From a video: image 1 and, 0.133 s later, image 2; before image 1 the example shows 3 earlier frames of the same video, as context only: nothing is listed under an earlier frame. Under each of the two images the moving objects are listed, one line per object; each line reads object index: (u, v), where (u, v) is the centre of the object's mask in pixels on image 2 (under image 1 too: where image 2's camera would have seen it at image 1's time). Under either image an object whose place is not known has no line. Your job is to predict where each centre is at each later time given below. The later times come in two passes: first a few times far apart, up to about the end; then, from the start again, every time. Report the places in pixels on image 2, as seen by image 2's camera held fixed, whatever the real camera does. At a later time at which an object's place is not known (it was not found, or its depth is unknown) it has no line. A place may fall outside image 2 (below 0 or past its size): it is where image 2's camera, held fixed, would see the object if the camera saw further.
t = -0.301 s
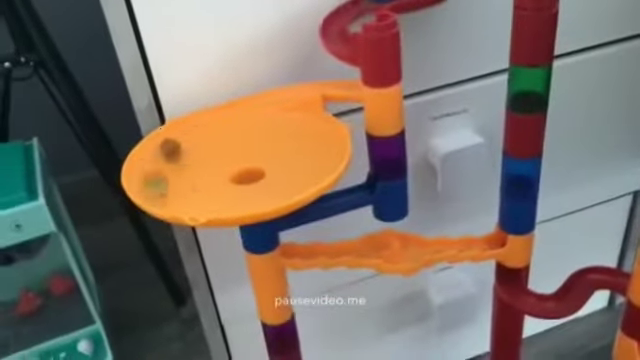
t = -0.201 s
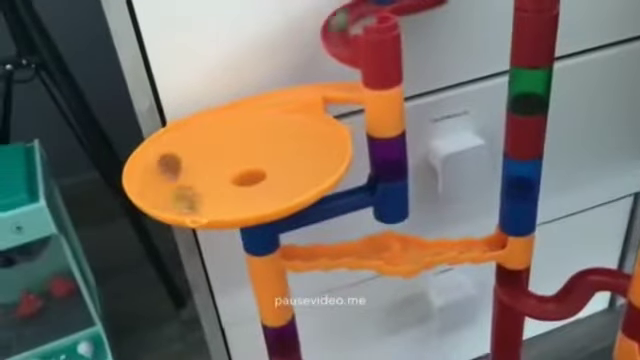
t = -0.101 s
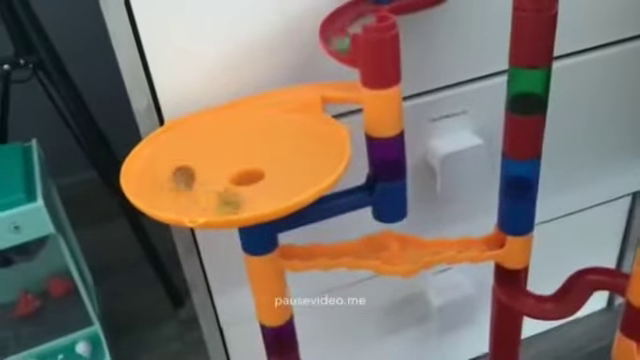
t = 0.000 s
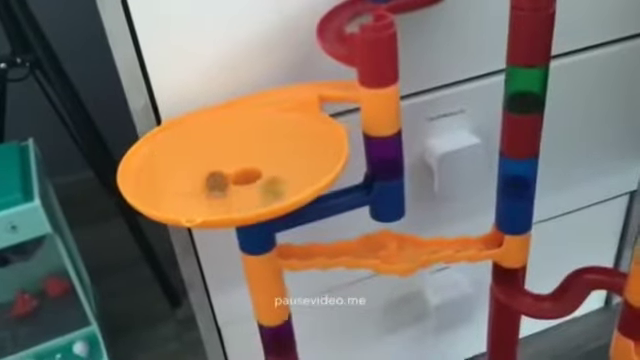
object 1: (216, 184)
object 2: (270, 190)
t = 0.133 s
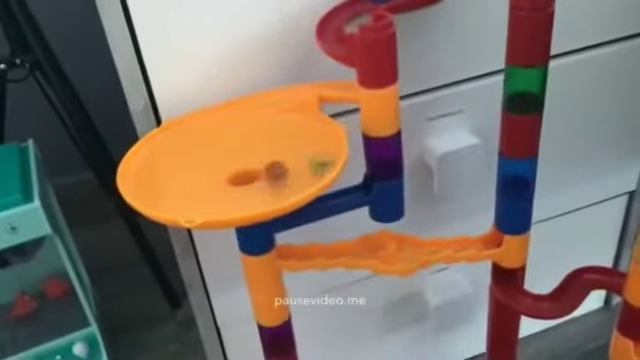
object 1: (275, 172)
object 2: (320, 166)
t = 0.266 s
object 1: (309, 152)
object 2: (327, 137)
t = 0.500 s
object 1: (283, 138)
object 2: (263, 116)
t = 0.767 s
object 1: (197, 152)
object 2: (162, 146)
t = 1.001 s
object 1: (186, 174)
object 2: (165, 188)
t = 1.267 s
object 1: (273, 162)
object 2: (271, 189)
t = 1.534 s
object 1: (289, 131)
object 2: (328, 136)
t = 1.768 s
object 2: (268, 120)
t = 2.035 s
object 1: (203, 176)
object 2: (171, 141)
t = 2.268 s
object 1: (247, 179)
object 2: (165, 179)
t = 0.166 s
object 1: (287, 166)
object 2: (326, 156)
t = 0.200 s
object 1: (298, 161)
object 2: (329, 150)
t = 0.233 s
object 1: (306, 156)
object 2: (330, 145)
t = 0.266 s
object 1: (309, 152)
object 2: (327, 137)
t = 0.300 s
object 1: (309, 149)
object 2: (324, 131)
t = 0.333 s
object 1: (309, 145)
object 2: (319, 125)
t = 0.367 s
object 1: (307, 143)
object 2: (312, 122)
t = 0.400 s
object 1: (303, 141)
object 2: (301, 118)
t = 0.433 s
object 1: (298, 139)
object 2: (290, 116)
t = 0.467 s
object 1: (291, 138)
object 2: (277, 116)
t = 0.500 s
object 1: (283, 138)
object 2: (263, 116)
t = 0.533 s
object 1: (274, 139)
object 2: (248, 116)
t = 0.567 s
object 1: (263, 139)
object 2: (234, 117)
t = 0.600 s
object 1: (252, 141)
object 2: (220, 119)
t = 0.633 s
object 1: (240, 143)
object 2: (205, 123)
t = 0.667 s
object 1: (229, 144)
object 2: (193, 129)
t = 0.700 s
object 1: (217, 147)
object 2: (182, 134)
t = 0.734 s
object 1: (207, 149)
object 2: (171, 138)
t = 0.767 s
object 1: (197, 152)
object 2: (162, 146)
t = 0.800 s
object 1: (190, 155)
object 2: (156, 153)
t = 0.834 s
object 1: (185, 159)
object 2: (150, 160)
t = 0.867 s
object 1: (181, 162)
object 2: (149, 167)
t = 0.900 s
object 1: (179, 165)
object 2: (149, 172)
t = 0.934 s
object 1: (179, 169)
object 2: (152, 179)
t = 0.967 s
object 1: (182, 171)
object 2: (161, 183)
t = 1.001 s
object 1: (186, 174)
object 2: (165, 188)
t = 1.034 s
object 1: (195, 176)
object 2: (174, 194)
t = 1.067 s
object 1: (202, 177)
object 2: (185, 197)
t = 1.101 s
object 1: (212, 177)
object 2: (197, 198)
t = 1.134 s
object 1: (224, 177)
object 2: (210, 197)
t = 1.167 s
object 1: (239, 175)
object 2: (229, 197)
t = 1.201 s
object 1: (252, 171)
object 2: (244, 198)
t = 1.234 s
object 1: (263, 168)
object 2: (258, 193)
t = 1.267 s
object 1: (273, 162)
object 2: (271, 189)
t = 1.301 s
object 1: (281, 155)
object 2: (285, 178)
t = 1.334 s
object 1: (288, 151)
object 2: (301, 177)
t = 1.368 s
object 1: (292, 147)
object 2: (308, 169)
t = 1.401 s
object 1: (294, 142)
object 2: (320, 164)
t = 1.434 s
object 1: (295, 139)
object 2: (322, 153)
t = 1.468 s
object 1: (295, 136)
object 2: (326, 146)
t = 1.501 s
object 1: (292, 133)
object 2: (326, 141)
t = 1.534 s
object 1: (289, 131)
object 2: (328, 136)
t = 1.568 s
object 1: (285, 129)
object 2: (324, 132)
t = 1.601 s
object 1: (281, 129)
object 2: (318, 127)
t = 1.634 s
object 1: (275, 129)
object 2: (309, 122)
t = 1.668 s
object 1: (268, 131)
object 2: (301, 119)
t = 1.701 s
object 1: (260, 133)
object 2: (291, 120)
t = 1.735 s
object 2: (279, 119)
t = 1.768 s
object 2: (268, 120)
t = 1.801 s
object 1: (235, 143)
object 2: (255, 120)
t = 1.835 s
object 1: (226, 147)
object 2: (240, 120)
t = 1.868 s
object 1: (218, 152)
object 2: (227, 125)
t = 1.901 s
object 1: (211, 157)
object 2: (215, 127)
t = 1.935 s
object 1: (206, 162)
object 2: (204, 131)
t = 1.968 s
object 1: (203, 168)
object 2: (192, 134)
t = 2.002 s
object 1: (201, 172)
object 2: (181, 138)
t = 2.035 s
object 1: (203, 176)
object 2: (171, 141)
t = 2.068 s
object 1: (206, 180)
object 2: (164, 145)
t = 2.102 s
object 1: (211, 181)
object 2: (159, 150)
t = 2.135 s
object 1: (216, 182)
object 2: (154, 154)
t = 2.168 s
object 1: (223, 186)
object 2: (155, 162)
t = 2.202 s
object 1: (232, 186)
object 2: (156, 168)
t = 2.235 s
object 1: (239, 184)
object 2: (159, 172)
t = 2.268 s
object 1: (247, 179)
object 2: (165, 179)
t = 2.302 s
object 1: (258, 175)
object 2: (172, 184)
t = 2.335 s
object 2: (180, 186)
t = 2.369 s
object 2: (194, 190)
